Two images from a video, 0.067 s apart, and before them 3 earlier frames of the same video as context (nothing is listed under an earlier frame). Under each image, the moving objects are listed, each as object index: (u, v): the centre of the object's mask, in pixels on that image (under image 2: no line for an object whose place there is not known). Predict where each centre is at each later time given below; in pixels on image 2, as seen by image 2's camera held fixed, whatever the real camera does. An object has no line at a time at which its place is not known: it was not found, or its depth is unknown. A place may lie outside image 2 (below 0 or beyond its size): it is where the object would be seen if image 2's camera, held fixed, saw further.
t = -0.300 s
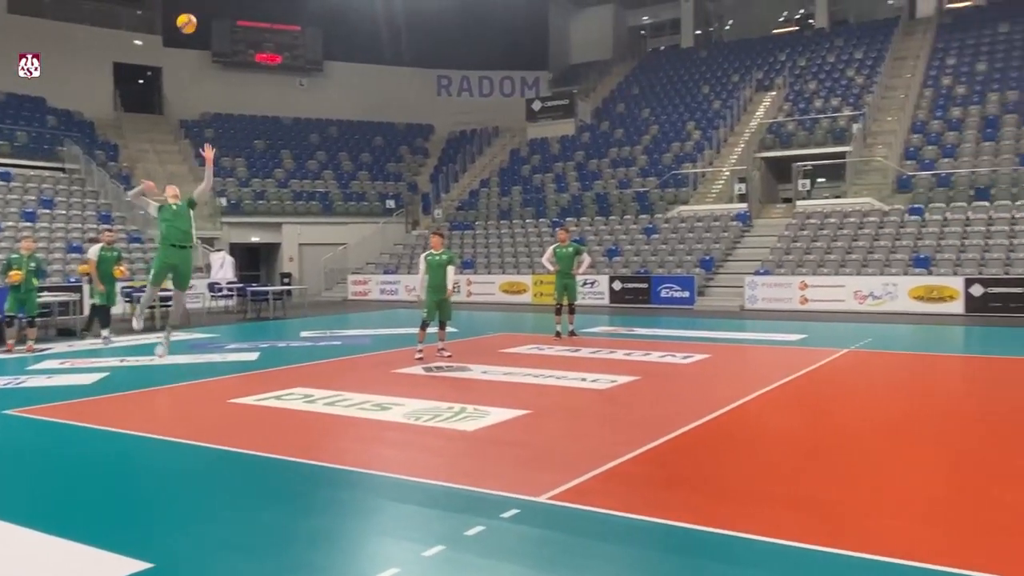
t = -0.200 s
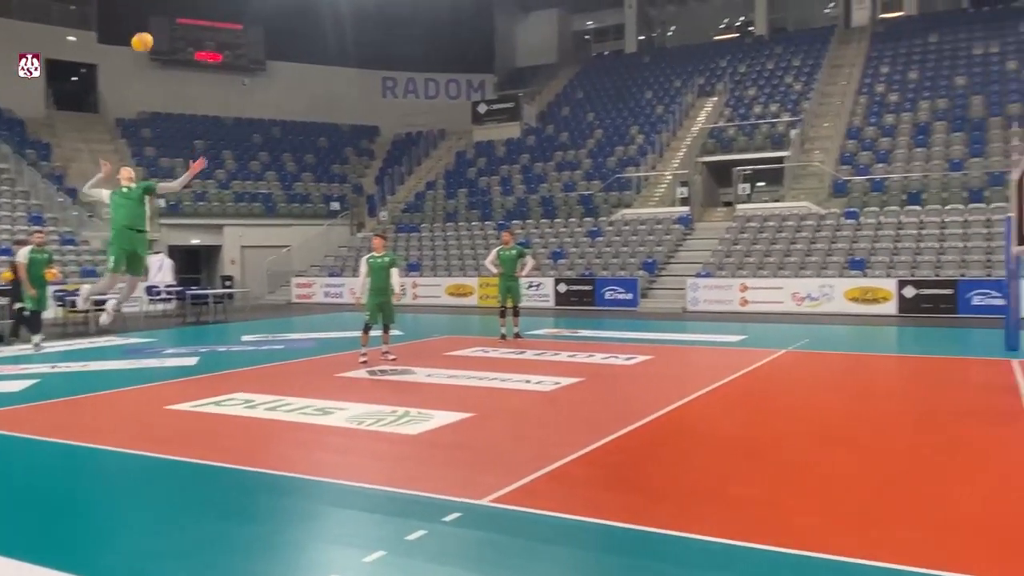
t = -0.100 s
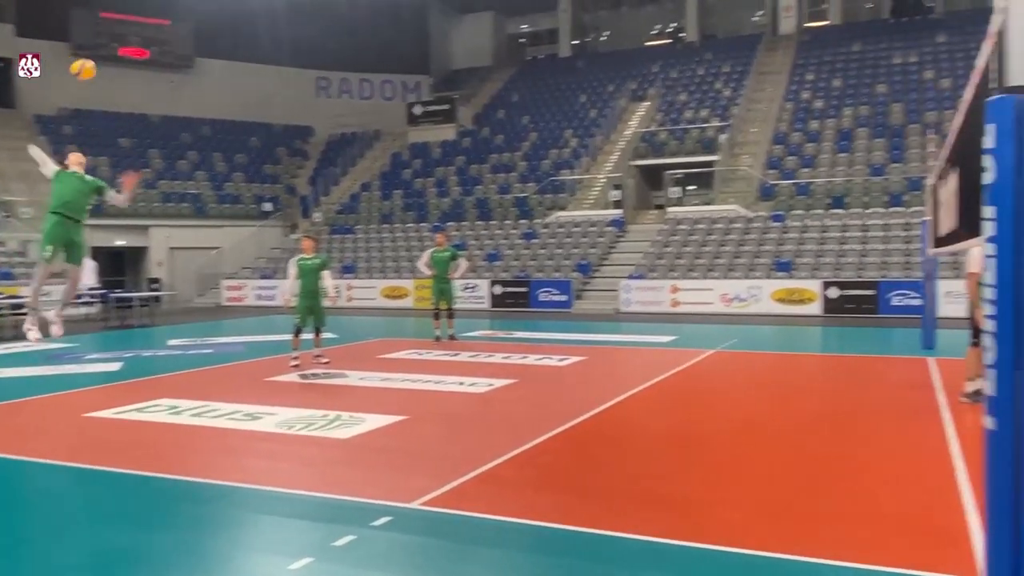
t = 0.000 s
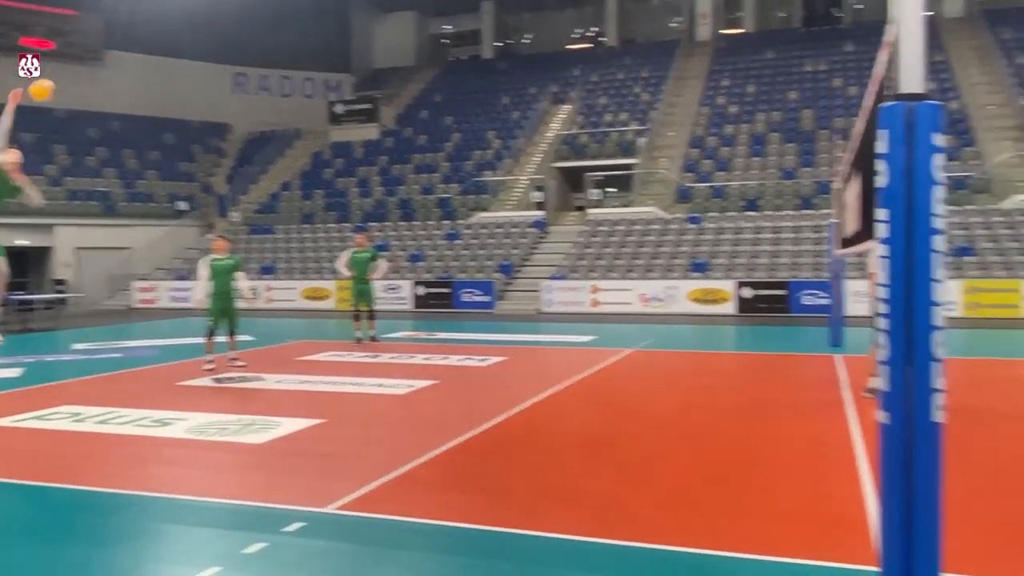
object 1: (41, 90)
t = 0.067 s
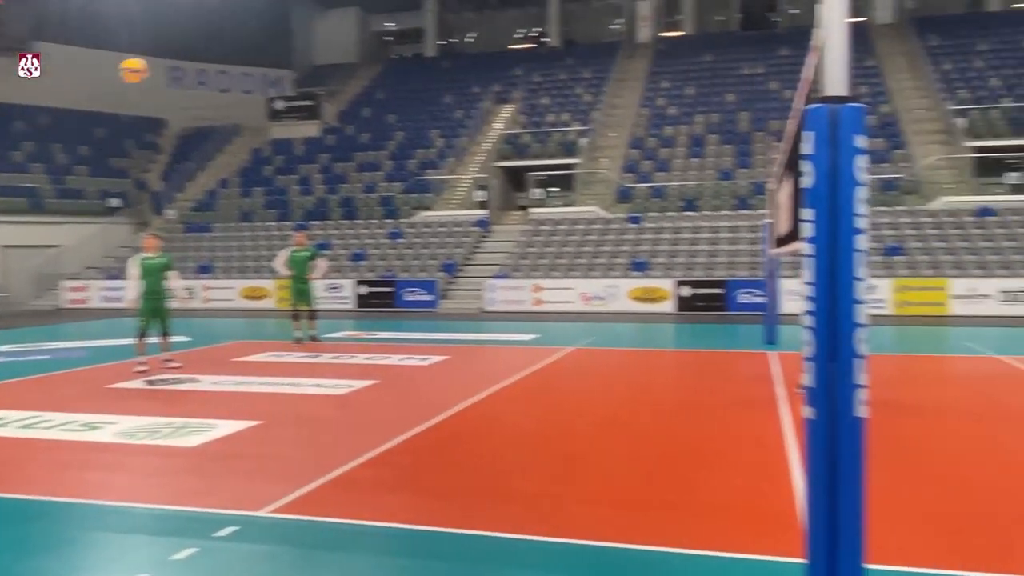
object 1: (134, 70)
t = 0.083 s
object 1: (178, 69)
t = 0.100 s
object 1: (223, 67)
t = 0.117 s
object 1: (267, 67)
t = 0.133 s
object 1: (313, 68)
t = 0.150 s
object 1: (359, 69)
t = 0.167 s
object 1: (405, 70)
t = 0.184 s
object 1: (451, 72)
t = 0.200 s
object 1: (497, 75)
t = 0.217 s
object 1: (546, 78)
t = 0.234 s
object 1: (595, 83)
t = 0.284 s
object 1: (737, 99)
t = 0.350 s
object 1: (929, 130)
